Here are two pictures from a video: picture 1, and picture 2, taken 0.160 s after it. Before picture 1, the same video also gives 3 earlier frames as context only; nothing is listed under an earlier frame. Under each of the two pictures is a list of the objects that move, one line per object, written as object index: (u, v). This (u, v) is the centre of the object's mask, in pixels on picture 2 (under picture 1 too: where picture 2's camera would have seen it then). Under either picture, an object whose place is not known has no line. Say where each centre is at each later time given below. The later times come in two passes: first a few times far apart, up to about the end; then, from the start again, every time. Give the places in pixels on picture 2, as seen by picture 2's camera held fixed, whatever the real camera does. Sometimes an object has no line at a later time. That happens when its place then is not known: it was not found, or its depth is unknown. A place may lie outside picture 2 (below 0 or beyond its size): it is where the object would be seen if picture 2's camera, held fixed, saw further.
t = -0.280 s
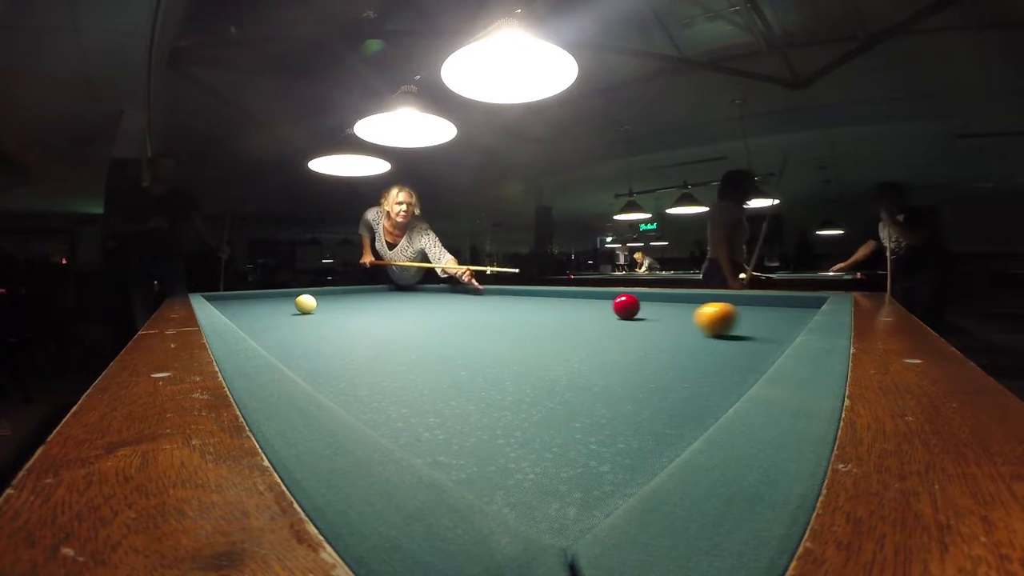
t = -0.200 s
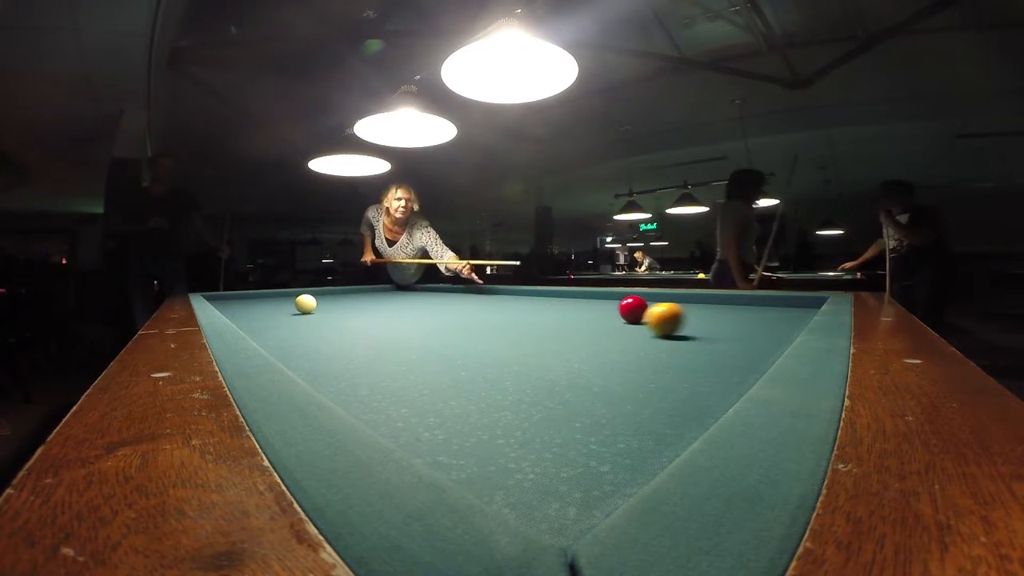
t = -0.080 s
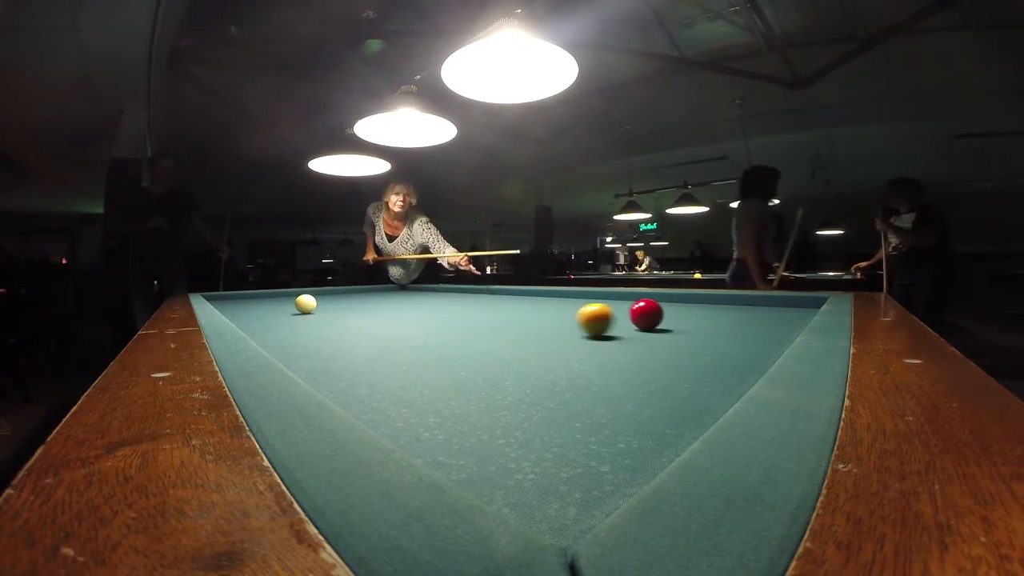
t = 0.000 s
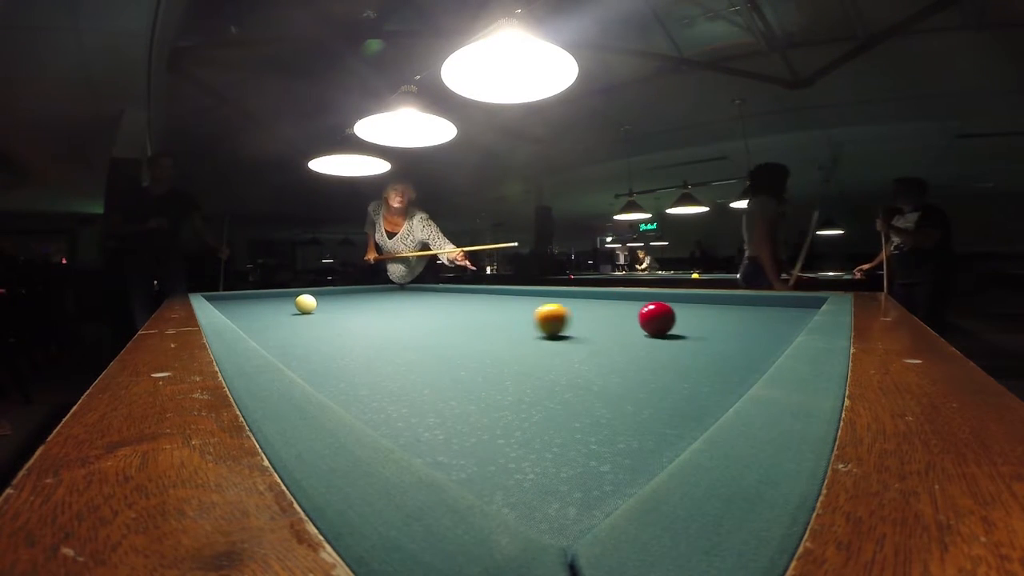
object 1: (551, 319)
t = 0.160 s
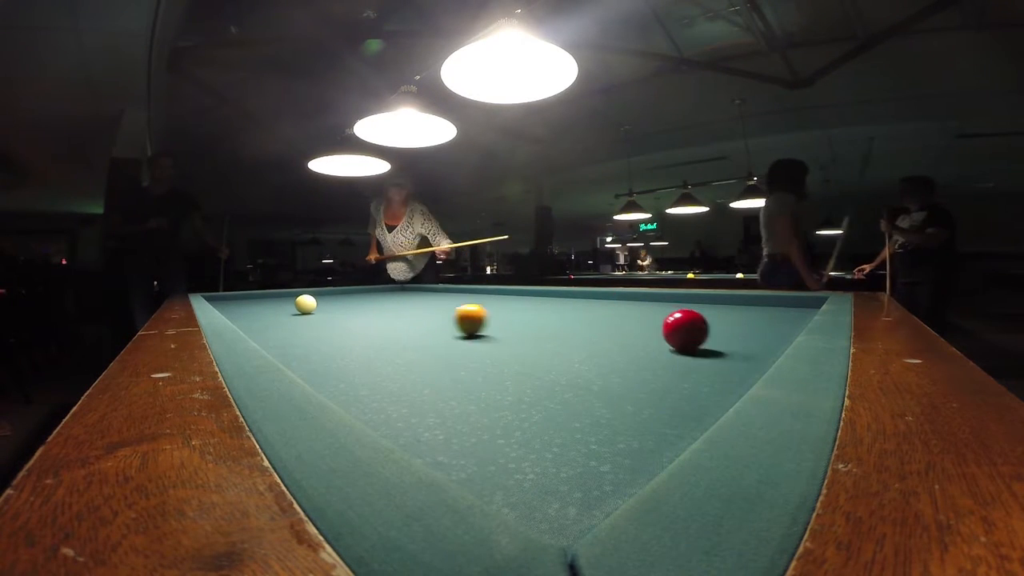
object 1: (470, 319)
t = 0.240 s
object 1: (432, 319)
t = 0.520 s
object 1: (314, 318)
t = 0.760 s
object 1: (237, 315)
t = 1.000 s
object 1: (254, 310)
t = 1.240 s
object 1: (266, 305)
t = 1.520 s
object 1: (276, 301)
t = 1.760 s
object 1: (283, 299)
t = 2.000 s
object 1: (288, 297)
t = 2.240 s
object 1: (292, 294)
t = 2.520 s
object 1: (296, 292)
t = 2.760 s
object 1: (299, 292)
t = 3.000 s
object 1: (304, 290)
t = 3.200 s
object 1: (315, 291)
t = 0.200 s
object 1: (451, 319)
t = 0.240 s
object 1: (432, 319)
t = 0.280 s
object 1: (414, 318)
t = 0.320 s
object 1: (396, 318)
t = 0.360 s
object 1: (378, 319)
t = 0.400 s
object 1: (361, 318)
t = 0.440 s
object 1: (345, 318)
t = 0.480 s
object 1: (329, 318)
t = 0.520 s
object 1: (314, 318)
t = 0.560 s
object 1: (299, 317)
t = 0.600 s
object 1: (285, 317)
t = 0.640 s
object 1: (271, 317)
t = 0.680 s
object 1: (259, 317)
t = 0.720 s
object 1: (246, 316)
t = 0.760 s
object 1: (237, 315)
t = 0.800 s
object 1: (241, 314)
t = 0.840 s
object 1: (243, 314)
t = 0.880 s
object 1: (246, 313)
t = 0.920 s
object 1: (249, 311)
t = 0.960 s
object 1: (251, 311)
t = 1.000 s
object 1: (254, 310)
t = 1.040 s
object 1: (256, 309)
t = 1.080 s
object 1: (258, 308)
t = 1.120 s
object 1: (260, 307)
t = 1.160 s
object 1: (262, 307)
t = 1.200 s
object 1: (264, 306)
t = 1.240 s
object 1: (266, 305)
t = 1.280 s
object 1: (268, 305)
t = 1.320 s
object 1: (269, 304)
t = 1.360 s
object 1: (271, 303)
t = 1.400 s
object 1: (272, 303)
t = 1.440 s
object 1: (274, 302)
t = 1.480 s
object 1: (275, 302)
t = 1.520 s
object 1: (276, 301)
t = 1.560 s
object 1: (278, 301)
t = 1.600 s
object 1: (279, 300)
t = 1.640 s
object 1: (280, 300)
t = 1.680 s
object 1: (281, 300)
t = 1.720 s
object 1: (282, 299)
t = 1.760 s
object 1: (283, 299)
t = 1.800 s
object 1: (284, 298)
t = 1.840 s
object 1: (285, 298)
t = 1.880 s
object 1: (286, 298)
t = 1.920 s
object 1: (286, 297)
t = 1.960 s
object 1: (287, 297)
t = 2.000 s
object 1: (288, 297)
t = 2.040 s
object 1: (289, 296)
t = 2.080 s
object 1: (290, 296)
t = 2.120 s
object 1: (290, 295)
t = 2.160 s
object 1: (291, 295)
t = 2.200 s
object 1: (291, 295)
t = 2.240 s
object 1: (292, 294)
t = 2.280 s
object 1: (292, 294)
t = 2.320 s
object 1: (293, 294)
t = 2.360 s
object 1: (294, 294)
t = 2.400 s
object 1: (294, 293)
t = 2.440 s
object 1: (295, 293)
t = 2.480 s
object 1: (295, 293)
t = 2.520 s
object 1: (296, 292)
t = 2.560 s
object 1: (297, 292)
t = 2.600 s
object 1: (297, 292)
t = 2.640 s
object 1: (297, 292)
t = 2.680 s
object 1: (298, 292)
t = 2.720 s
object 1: (298, 291)
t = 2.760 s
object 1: (299, 292)
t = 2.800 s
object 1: (299, 291)
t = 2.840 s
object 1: (300, 291)
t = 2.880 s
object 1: (300, 291)
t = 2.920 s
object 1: (300, 291)
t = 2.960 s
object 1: (301, 291)
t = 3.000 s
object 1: (304, 290)
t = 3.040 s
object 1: (306, 291)
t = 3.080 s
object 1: (308, 290)
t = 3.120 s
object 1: (311, 291)
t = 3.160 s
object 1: (313, 291)
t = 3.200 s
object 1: (315, 291)
